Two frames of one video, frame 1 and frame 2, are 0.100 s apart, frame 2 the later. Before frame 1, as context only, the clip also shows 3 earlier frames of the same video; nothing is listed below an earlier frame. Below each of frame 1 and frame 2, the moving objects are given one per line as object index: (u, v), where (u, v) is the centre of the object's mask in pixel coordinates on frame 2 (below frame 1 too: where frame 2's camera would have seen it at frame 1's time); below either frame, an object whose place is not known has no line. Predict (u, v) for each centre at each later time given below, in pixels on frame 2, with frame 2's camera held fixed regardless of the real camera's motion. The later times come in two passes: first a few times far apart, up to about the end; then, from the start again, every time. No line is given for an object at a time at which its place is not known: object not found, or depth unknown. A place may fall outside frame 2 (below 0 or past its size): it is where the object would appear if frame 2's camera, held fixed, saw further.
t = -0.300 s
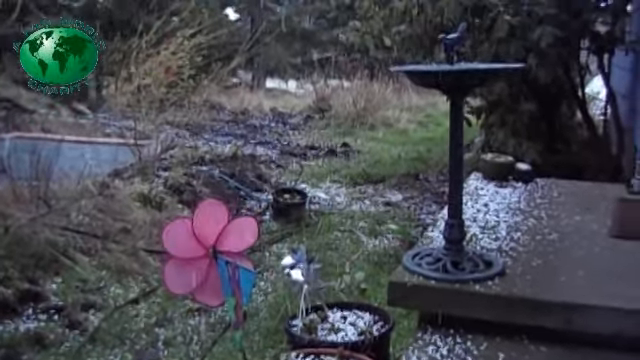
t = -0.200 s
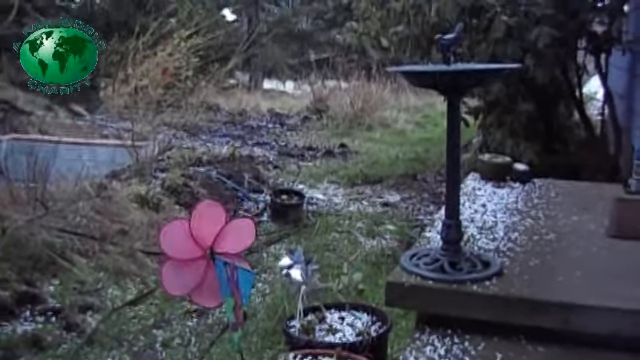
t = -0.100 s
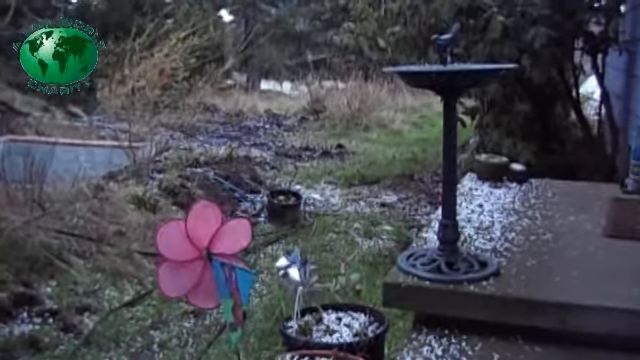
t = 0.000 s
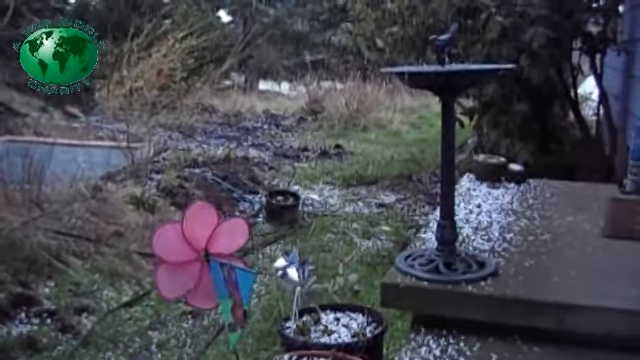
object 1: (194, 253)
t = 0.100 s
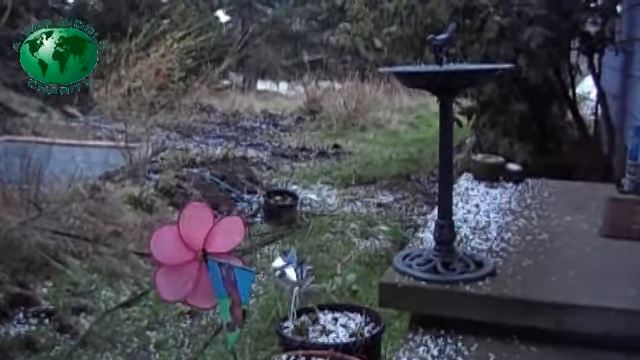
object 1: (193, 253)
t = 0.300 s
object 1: (193, 254)
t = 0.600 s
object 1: (191, 255)
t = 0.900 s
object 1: (187, 258)
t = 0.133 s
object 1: (193, 253)
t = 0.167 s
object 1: (193, 254)
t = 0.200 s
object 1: (193, 254)
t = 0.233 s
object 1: (193, 253)
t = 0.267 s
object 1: (193, 254)
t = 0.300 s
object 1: (193, 254)
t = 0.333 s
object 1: (192, 254)
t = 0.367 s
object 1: (193, 254)
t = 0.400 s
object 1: (192, 254)
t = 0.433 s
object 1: (192, 254)
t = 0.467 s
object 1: (191, 254)
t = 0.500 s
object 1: (192, 255)
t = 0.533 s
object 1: (191, 254)
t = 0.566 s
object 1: (191, 255)
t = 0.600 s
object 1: (191, 255)
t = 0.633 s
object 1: (191, 255)
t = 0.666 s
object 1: (190, 256)
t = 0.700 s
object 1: (189, 256)
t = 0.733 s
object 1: (190, 256)
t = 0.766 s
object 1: (189, 256)
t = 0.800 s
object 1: (188, 257)
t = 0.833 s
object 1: (188, 257)
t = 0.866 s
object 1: (187, 257)
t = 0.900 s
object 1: (187, 258)
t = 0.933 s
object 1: (187, 258)
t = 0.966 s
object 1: (187, 259)
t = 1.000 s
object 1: (187, 260)
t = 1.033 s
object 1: (187, 260)
